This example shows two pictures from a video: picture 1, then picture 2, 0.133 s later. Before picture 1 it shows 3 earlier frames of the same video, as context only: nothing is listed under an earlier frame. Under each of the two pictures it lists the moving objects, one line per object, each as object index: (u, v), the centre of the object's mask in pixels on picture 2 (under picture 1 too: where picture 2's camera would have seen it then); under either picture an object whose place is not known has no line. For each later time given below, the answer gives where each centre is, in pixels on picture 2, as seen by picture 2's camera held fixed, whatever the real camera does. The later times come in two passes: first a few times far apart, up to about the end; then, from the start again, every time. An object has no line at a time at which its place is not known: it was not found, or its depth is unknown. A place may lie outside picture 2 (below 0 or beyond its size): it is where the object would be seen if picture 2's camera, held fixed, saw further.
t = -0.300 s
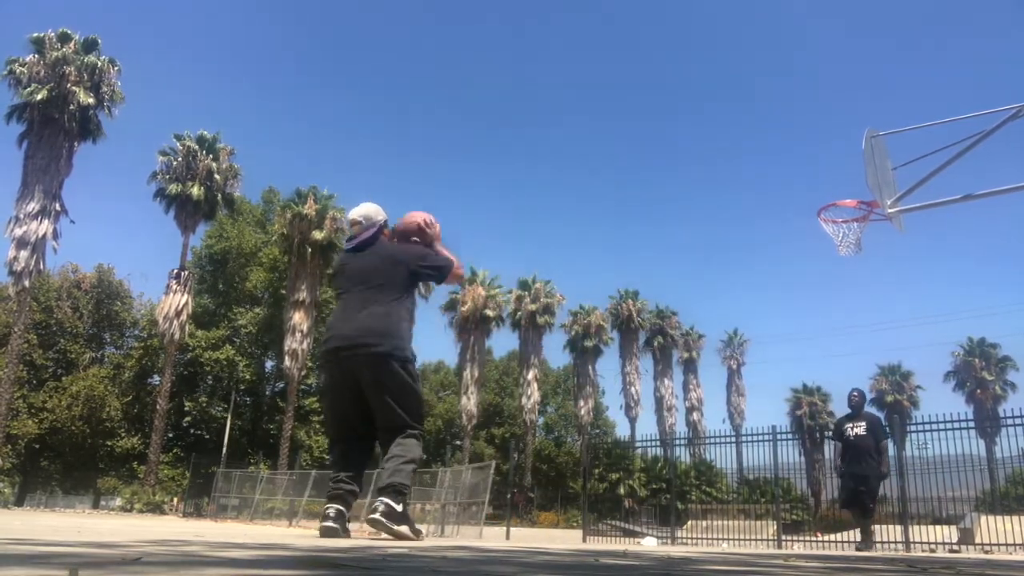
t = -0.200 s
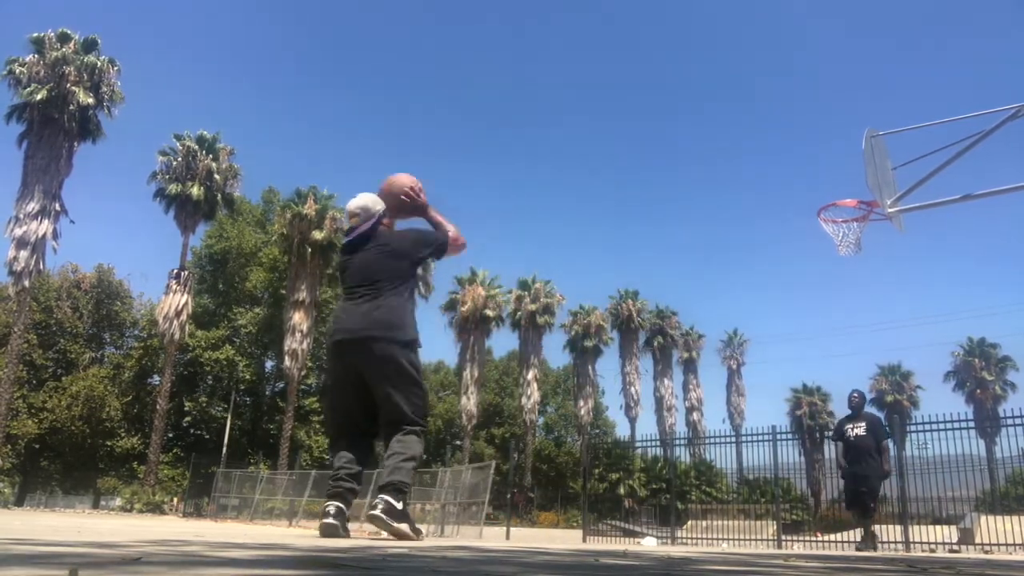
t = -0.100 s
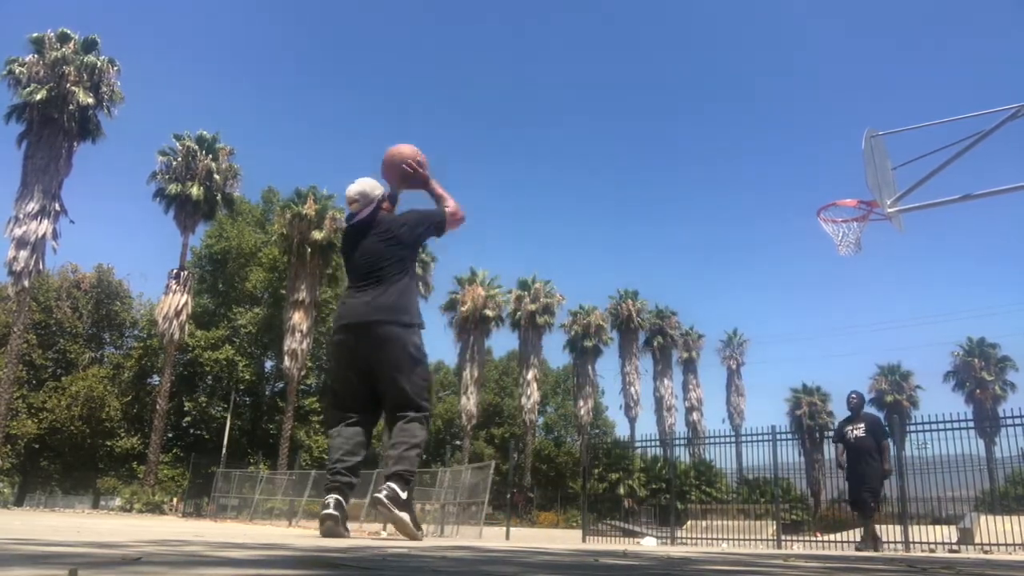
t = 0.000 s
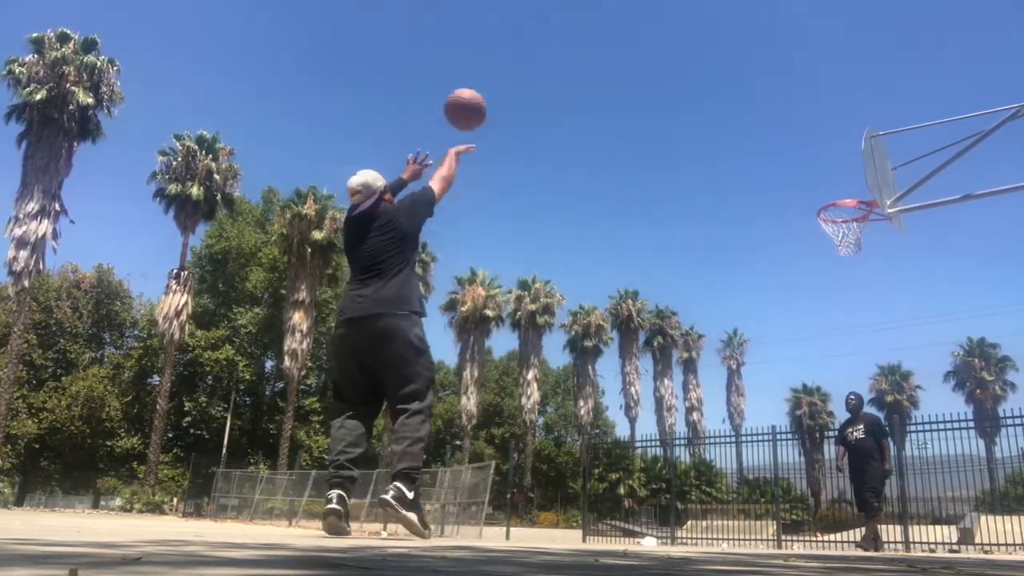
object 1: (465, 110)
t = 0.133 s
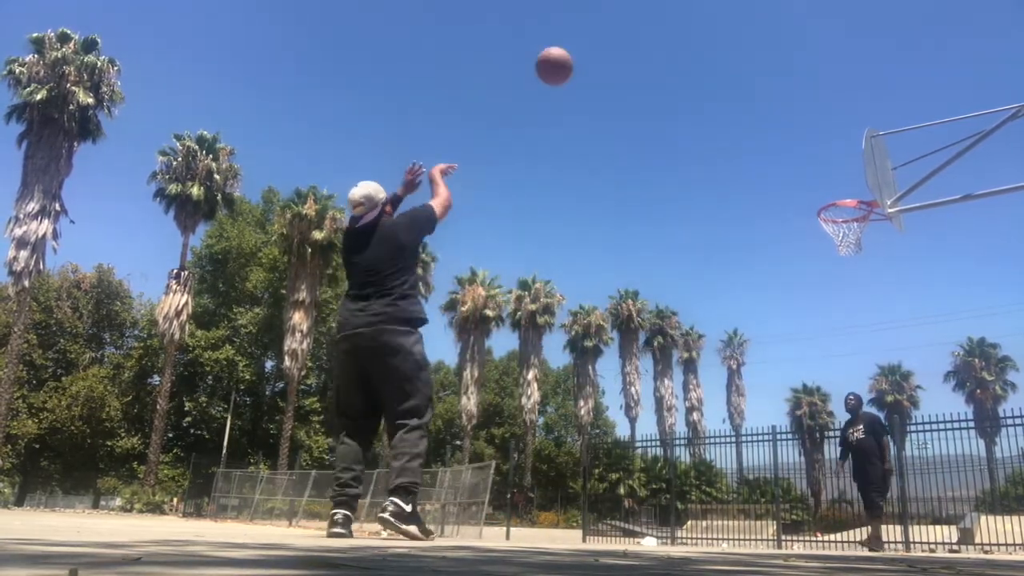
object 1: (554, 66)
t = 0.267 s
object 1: (624, 52)
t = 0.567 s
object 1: (741, 90)
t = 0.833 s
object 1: (822, 185)
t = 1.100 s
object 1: (848, 235)
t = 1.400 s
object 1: (812, 316)
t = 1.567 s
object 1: (796, 399)
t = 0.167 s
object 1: (573, 60)
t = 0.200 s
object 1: (591, 56)
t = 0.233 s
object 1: (608, 53)
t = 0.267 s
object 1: (624, 52)
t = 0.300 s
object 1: (639, 52)
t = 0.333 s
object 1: (654, 52)
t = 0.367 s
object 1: (668, 55)
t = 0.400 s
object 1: (681, 58)
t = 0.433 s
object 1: (694, 63)
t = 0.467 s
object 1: (707, 68)
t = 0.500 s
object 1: (718, 74)
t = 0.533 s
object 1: (730, 82)
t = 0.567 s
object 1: (741, 90)
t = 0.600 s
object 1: (752, 99)
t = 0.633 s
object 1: (763, 109)
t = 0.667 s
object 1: (774, 120)
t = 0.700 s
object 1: (784, 132)
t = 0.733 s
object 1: (793, 144)
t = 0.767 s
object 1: (803, 157)
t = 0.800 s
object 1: (813, 171)
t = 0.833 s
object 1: (822, 185)
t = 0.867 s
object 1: (831, 200)
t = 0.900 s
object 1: (841, 214)
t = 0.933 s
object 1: (851, 219)
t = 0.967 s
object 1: (862, 224)
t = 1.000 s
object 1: (861, 223)
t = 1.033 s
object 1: (857, 227)
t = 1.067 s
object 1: (853, 232)
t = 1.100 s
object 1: (848, 235)
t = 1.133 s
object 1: (843, 240)
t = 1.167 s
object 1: (839, 246)
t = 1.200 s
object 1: (834, 251)
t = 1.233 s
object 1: (830, 261)
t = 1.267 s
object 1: (826, 269)
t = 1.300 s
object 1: (823, 280)
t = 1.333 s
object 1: (819, 291)
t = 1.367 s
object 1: (816, 303)
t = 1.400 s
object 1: (812, 316)
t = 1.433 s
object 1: (809, 330)
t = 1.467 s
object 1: (807, 346)
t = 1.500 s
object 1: (803, 363)
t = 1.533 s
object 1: (800, 380)
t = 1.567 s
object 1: (796, 399)
